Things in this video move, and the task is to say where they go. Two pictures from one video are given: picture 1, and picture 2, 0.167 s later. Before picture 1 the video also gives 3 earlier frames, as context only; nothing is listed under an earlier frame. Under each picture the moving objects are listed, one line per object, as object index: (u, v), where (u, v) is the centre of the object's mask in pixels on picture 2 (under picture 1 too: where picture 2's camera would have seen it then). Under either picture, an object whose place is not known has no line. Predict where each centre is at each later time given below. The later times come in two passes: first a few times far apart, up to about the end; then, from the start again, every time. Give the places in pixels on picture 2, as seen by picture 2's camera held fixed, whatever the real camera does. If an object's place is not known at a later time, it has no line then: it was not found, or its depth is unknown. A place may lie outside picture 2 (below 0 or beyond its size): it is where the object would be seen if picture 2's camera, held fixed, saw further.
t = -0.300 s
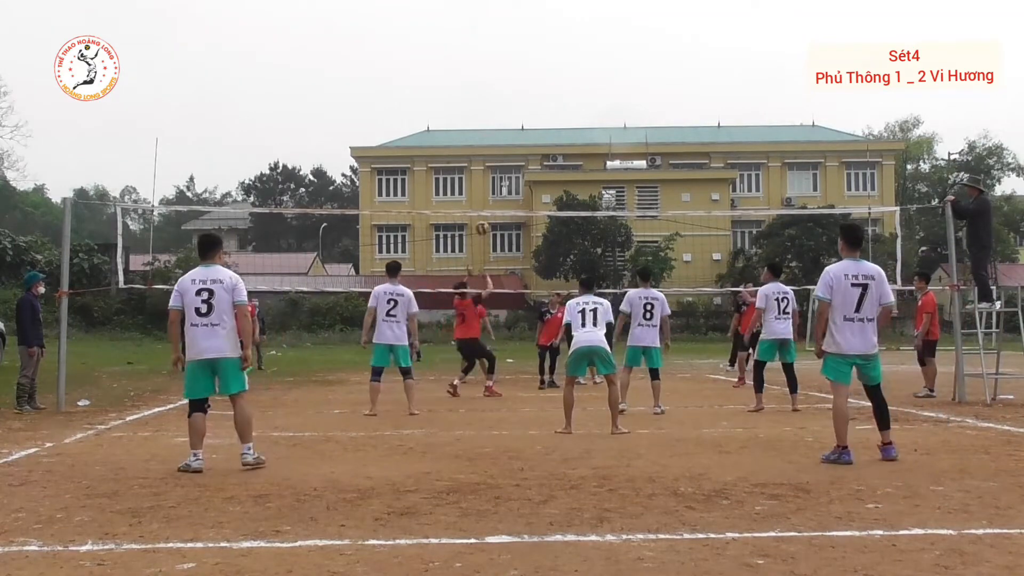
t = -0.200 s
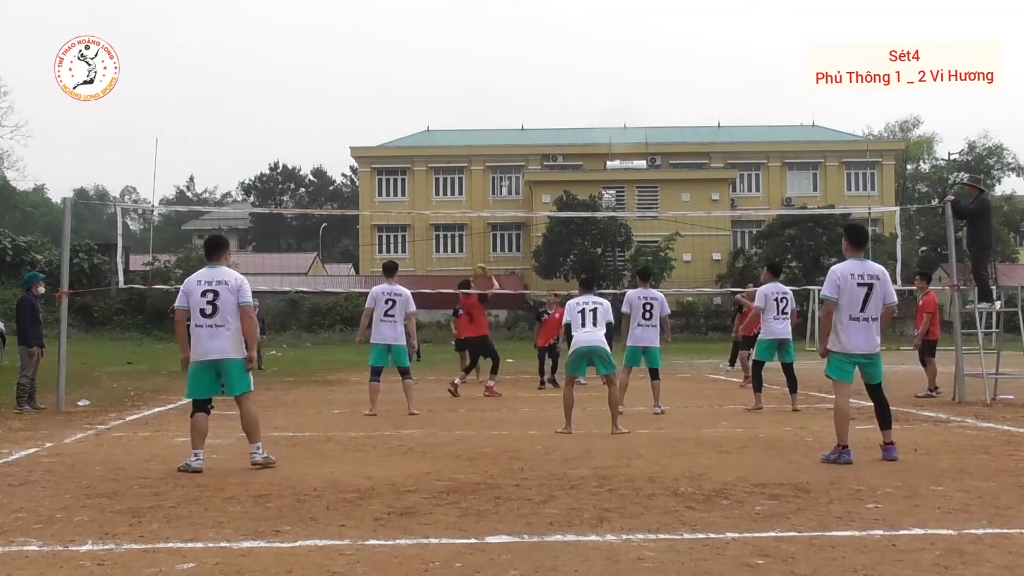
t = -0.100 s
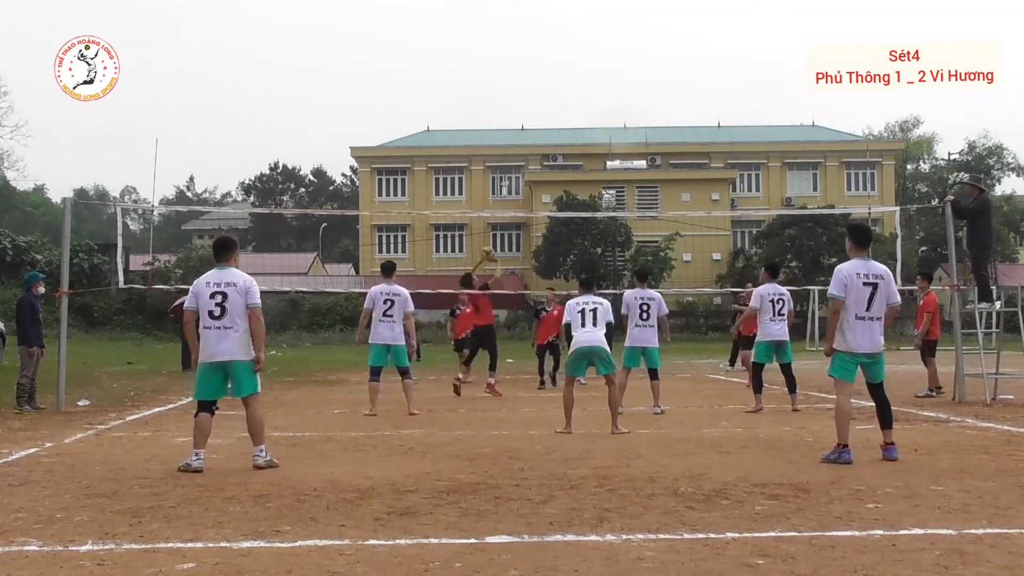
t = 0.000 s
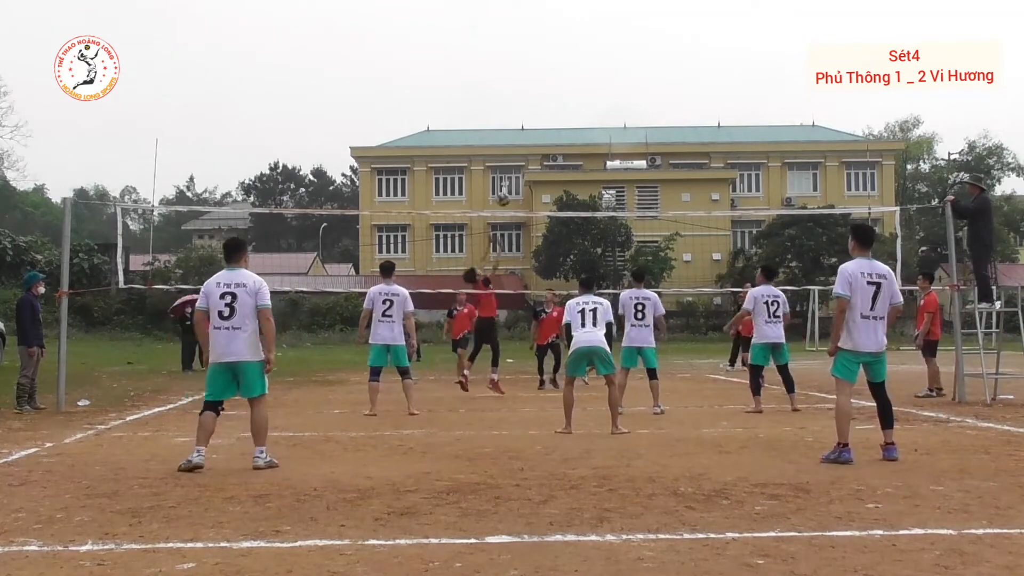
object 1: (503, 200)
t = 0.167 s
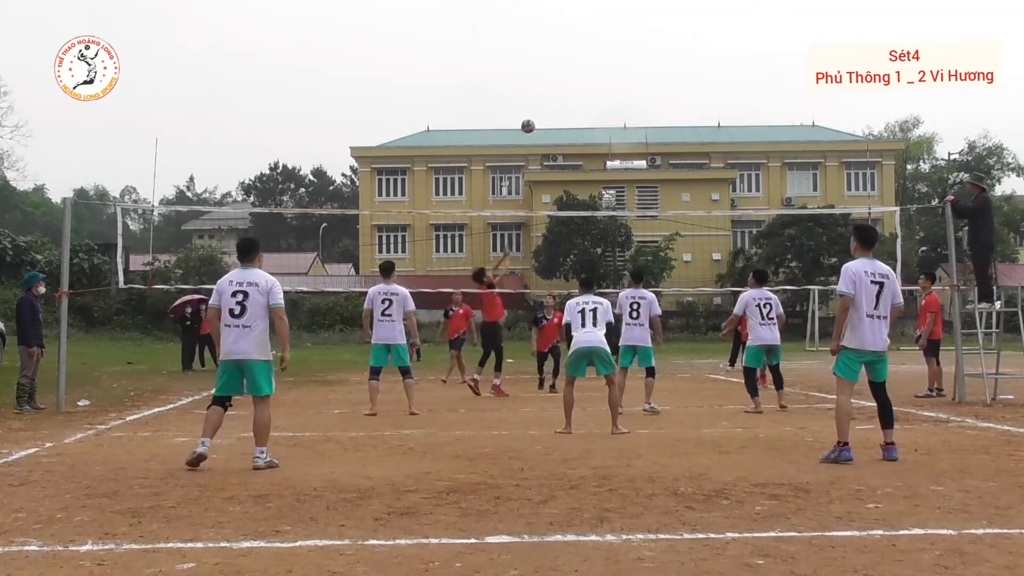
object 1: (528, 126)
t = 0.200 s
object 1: (534, 111)
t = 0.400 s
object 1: (566, 48)
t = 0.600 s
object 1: (600, 13)
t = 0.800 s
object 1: (633, 5)
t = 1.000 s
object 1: (664, 21)
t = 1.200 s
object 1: (703, 72)
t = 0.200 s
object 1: (534, 111)
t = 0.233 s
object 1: (537, 103)
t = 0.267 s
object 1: (544, 89)
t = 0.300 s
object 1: (550, 76)
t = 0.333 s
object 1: (553, 70)
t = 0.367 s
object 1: (560, 59)
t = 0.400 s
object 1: (566, 48)
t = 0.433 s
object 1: (570, 44)
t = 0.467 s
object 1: (576, 35)
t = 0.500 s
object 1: (583, 27)
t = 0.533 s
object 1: (586, 24)
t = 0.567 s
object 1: (593, 18)
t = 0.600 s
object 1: (600, 13)
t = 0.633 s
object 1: (603, 11)
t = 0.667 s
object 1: (609, 7)
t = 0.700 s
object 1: (616, 6)
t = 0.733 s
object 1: (620, 5)
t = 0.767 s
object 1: (627, 5)
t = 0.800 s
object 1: (633, 5)
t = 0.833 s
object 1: (637, 6)
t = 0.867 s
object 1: (644, 7)
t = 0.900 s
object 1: (650, 10)
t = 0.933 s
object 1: (654, 13)
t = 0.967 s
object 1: (661, 17)
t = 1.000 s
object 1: (664, 21)
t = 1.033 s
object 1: (671, 27)
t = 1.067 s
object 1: (678, 35)
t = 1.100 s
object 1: (685, 44)
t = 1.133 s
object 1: (689, 49)
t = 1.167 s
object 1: (696, 60)
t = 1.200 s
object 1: (703, 72)
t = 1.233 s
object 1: (706, 78)
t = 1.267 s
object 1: (713, 92)
